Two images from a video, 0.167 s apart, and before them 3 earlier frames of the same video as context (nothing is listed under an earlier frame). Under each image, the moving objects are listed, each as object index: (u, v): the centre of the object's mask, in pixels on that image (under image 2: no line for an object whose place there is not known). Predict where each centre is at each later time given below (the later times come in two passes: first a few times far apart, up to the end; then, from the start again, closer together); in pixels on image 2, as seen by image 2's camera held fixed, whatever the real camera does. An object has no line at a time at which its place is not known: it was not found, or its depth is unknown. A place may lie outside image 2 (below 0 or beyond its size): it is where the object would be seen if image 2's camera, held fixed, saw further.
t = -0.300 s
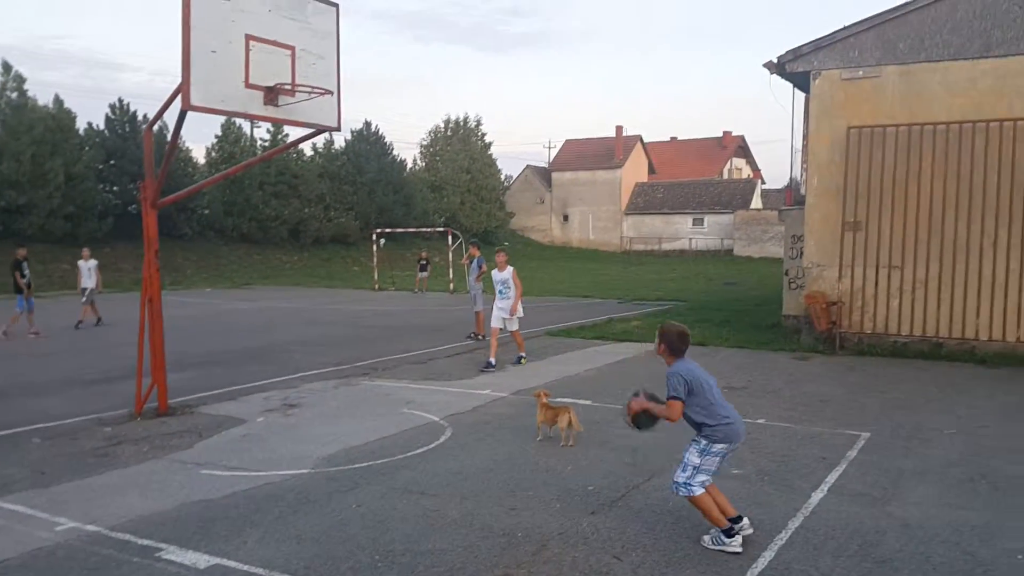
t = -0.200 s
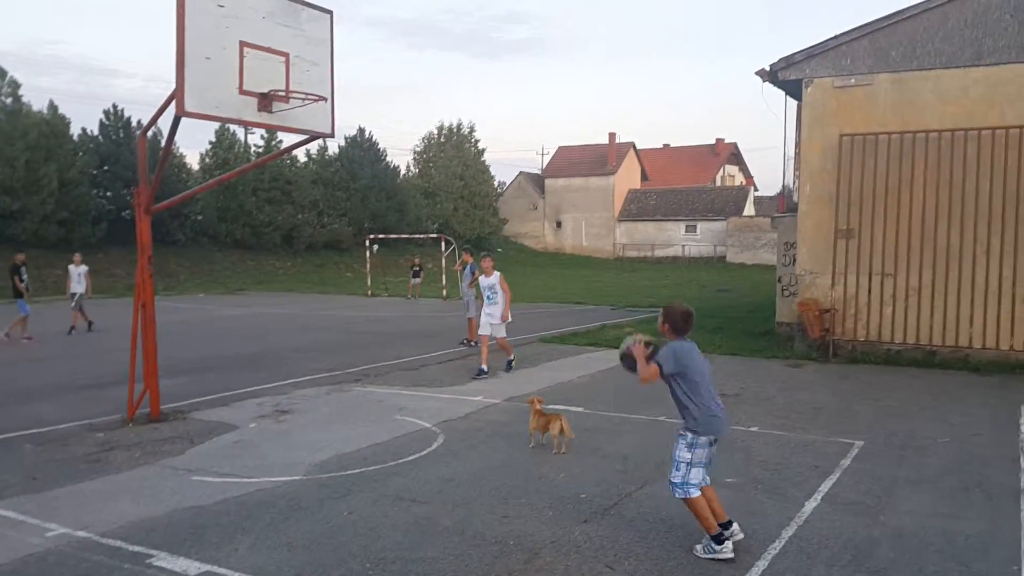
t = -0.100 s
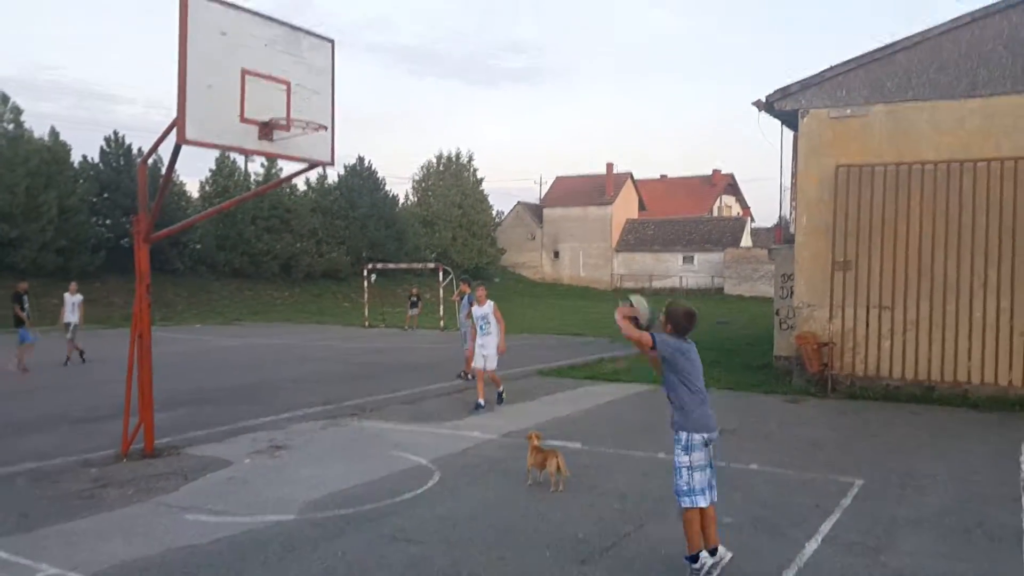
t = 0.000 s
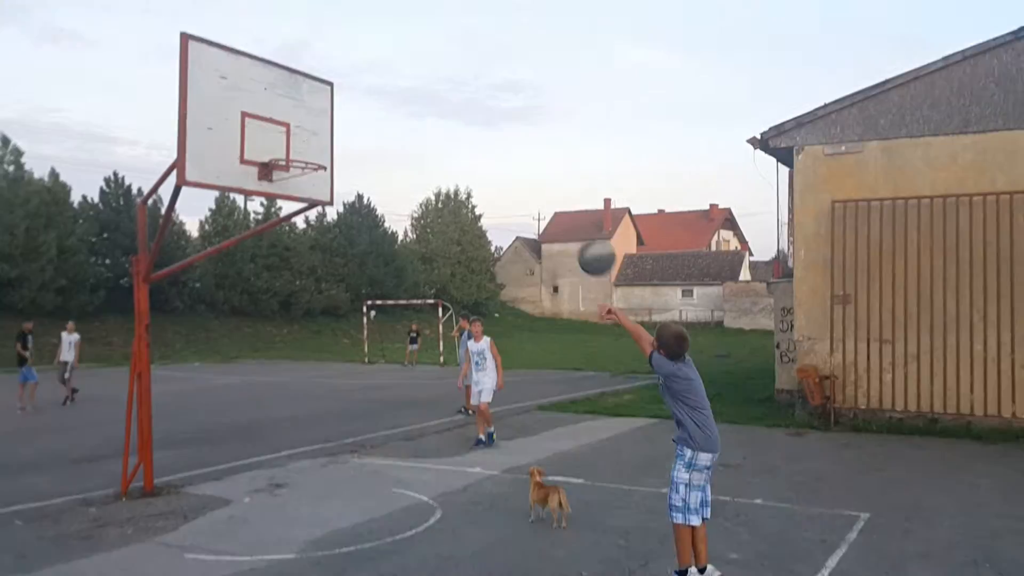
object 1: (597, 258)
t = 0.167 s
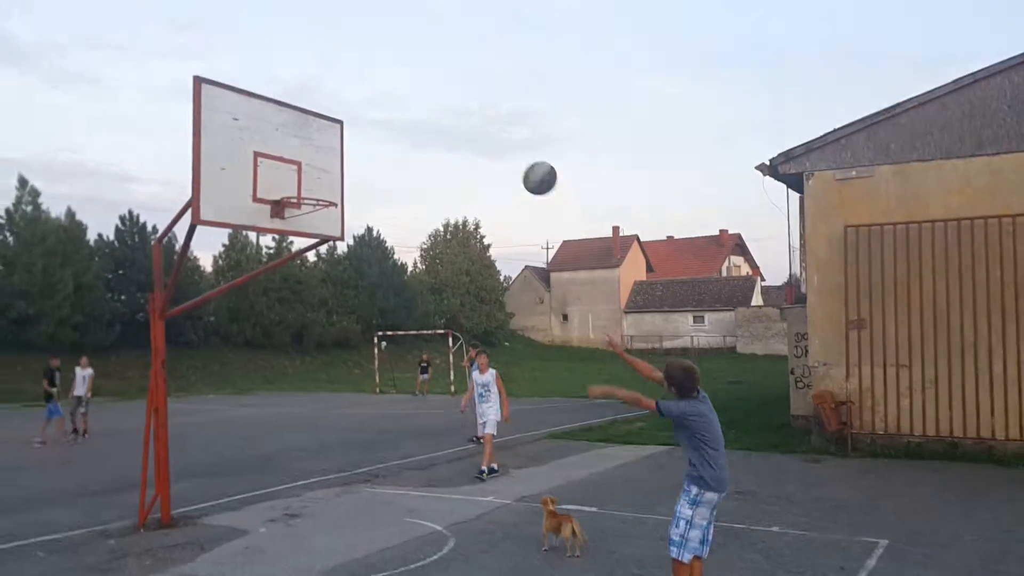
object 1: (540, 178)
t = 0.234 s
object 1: (516, 150)
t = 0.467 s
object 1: (448, 104)
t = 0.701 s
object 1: (391, 128)
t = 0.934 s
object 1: (344, 207)
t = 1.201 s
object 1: (311, 344)
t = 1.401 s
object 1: (286, 481)
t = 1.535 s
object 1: (286, 447)
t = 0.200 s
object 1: (527, 163)
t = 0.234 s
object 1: (516, 150)
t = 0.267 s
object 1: (506, 138)
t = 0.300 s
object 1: (496, 129)
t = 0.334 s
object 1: (486, 121)
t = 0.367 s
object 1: (476, 114)
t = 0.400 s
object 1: (466, 110)
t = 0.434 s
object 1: (457, 106)
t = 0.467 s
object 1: (448, 104)
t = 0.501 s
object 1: (439, 104)
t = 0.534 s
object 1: (431, 105)
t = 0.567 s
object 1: (422, 107)
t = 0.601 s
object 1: (414, 110)
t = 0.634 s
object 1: (406, 115)
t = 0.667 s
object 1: (398, 121)
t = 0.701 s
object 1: (391, 128)
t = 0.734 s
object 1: (384, 137)
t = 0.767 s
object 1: (377, 146)
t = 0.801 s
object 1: (370, 156)
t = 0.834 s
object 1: (363, 168)
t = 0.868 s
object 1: (357, 180)
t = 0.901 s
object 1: (350, 193)
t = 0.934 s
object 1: (344, 207)
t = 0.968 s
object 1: (339, 221)
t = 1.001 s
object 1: (334, 236)
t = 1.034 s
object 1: (330, 253)
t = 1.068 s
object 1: (329, 264)
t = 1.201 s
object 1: (311, 344)
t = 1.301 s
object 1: (298, 407)
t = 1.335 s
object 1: (295, 431)
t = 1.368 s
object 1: (291, 455)
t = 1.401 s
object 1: (286, 481)
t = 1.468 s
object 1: (284, 485)
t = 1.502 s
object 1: (286, 464)
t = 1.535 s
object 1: (286, 447)
